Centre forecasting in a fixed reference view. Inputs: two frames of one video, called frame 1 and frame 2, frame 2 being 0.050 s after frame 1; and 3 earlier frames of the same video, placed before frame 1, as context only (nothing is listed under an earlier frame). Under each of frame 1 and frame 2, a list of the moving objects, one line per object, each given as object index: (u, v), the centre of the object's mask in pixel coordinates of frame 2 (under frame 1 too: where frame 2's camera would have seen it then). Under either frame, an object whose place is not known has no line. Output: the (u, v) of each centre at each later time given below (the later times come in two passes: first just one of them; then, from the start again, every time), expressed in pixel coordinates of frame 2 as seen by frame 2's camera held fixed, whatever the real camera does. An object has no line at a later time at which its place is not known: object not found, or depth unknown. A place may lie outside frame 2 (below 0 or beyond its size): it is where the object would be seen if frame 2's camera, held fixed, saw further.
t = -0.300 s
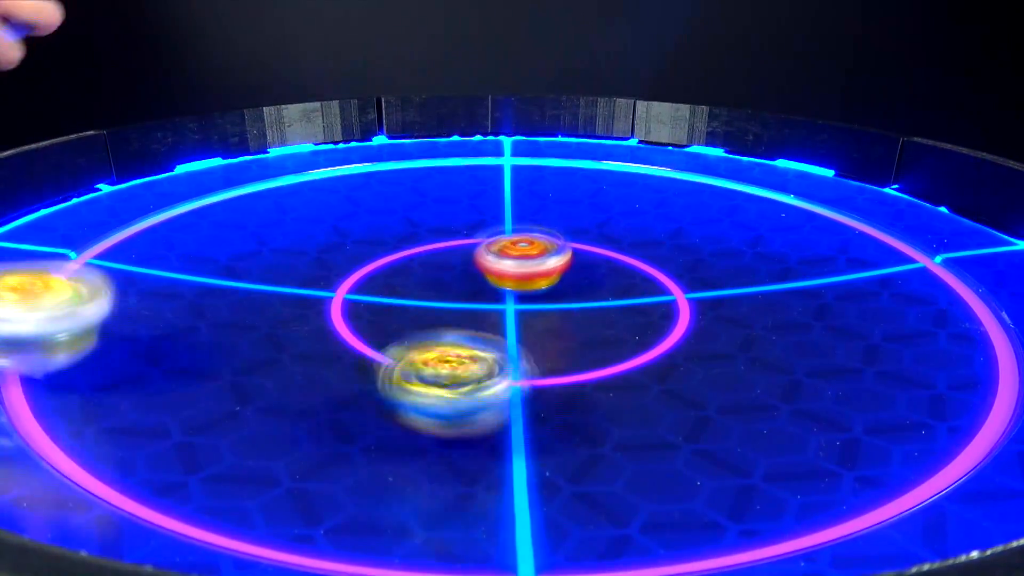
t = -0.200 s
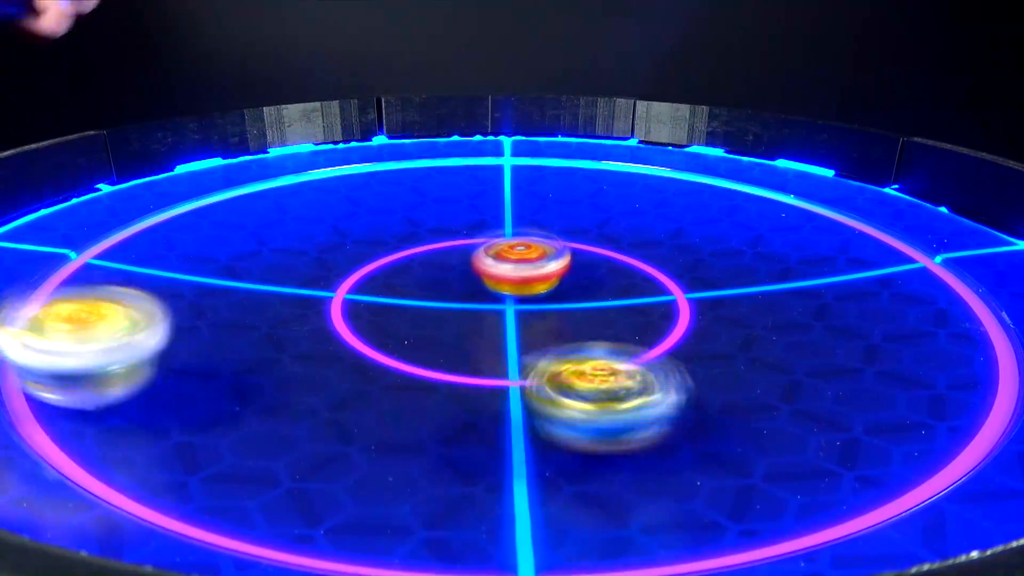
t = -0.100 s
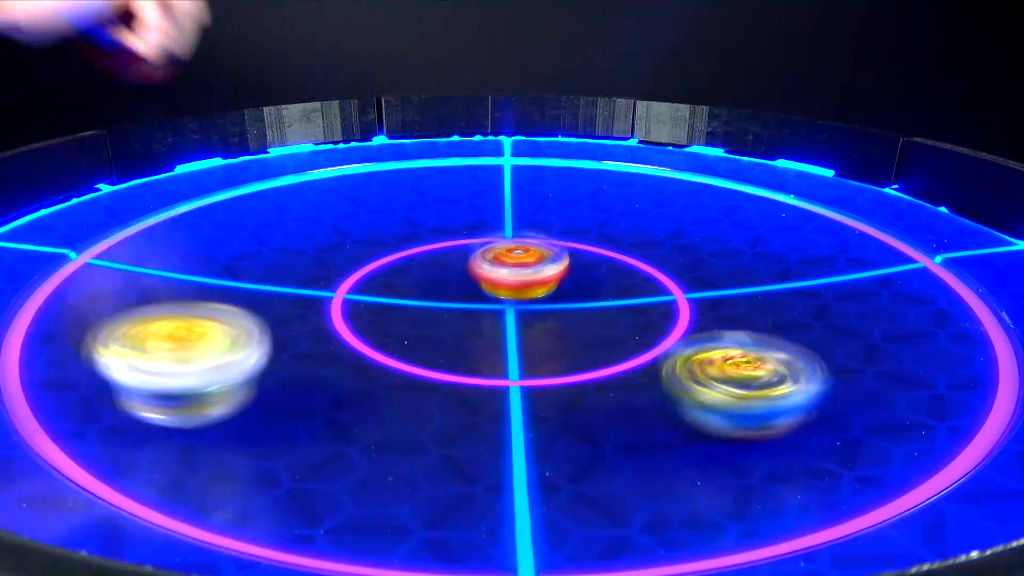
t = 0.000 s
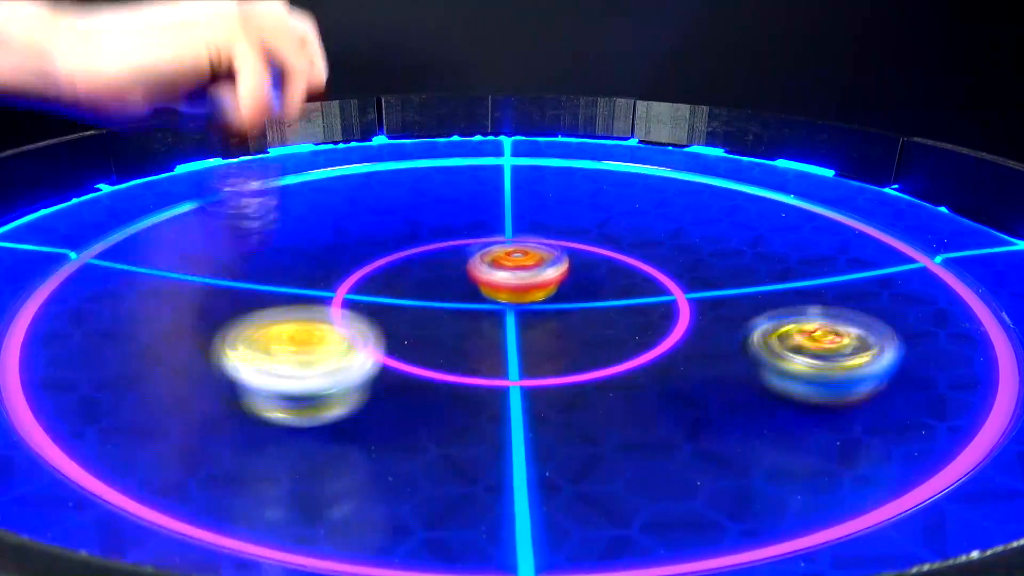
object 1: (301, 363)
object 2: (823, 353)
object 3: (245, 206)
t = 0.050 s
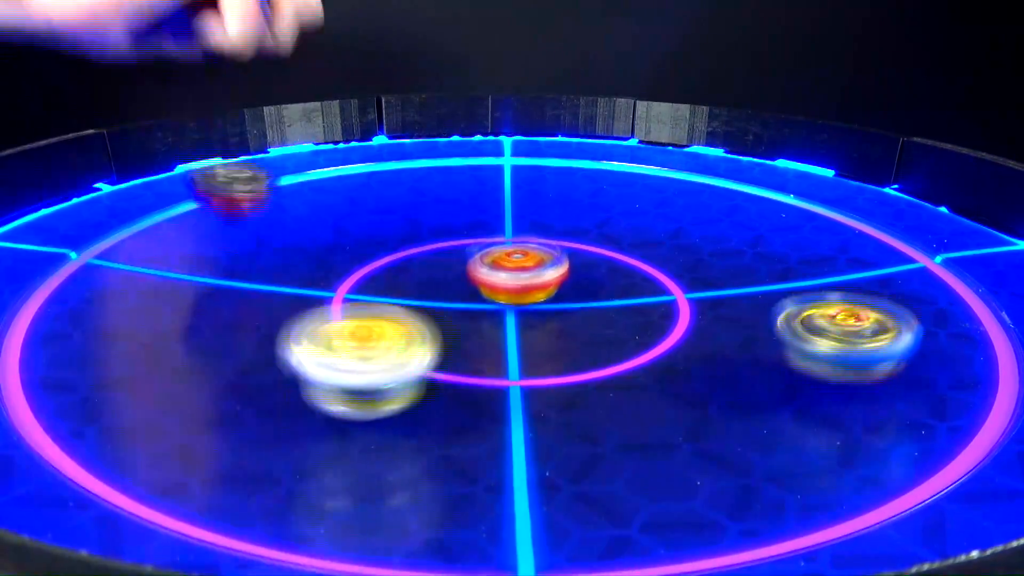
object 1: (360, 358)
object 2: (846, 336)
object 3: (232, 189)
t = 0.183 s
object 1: (504, 333)
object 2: (854, 290)
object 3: (223, 195)
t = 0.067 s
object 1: (379, 357)
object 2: (850, 330)
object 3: (227, 181)
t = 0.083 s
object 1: (398, 355)
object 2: (854, 324)
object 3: (224, 173)
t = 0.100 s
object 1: (418, 351)
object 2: (858, 320)
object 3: (224, 172)
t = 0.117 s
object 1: (435, 348)
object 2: (859, 313)
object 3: (223, 175)
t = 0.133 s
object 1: (453, 345)
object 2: (859, 308)
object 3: (225, 179)
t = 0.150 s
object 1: (471, 341)
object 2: (858, 301)
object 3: (226, 197)
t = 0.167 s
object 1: (486, 339)
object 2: (856, 296)
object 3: (225, 202)
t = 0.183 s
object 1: (504, 333)
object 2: (854, 290)
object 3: (223, 195)
